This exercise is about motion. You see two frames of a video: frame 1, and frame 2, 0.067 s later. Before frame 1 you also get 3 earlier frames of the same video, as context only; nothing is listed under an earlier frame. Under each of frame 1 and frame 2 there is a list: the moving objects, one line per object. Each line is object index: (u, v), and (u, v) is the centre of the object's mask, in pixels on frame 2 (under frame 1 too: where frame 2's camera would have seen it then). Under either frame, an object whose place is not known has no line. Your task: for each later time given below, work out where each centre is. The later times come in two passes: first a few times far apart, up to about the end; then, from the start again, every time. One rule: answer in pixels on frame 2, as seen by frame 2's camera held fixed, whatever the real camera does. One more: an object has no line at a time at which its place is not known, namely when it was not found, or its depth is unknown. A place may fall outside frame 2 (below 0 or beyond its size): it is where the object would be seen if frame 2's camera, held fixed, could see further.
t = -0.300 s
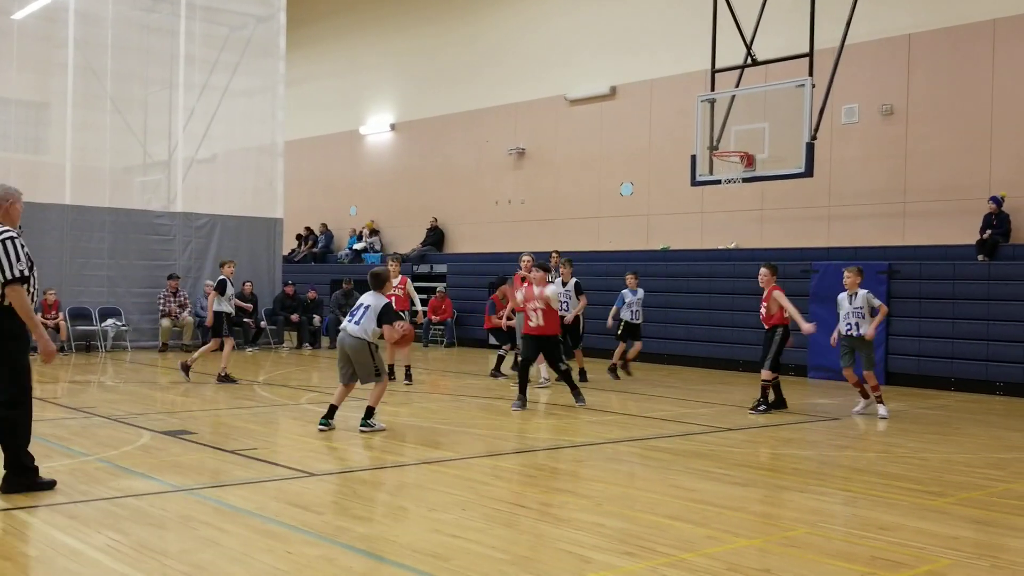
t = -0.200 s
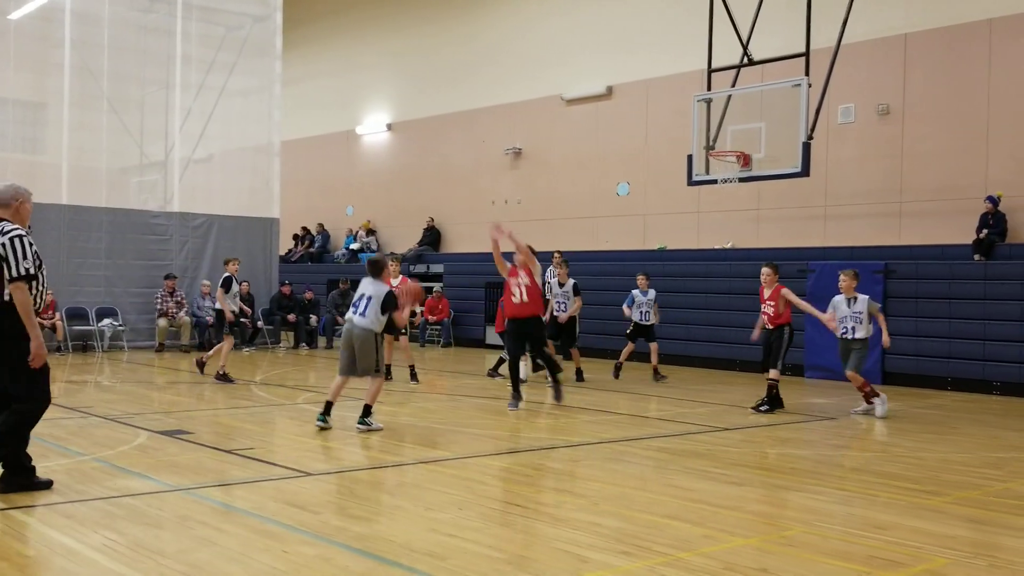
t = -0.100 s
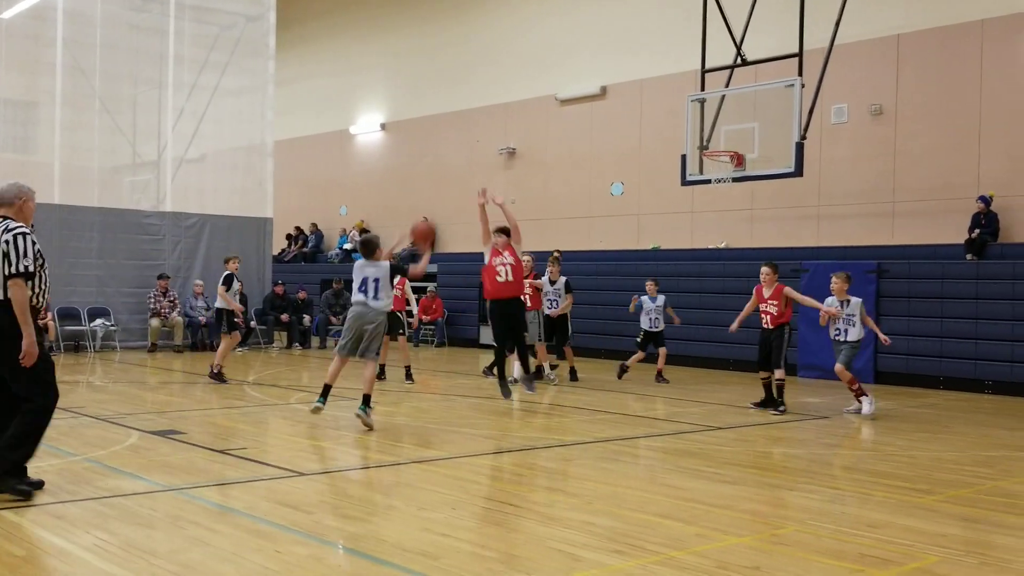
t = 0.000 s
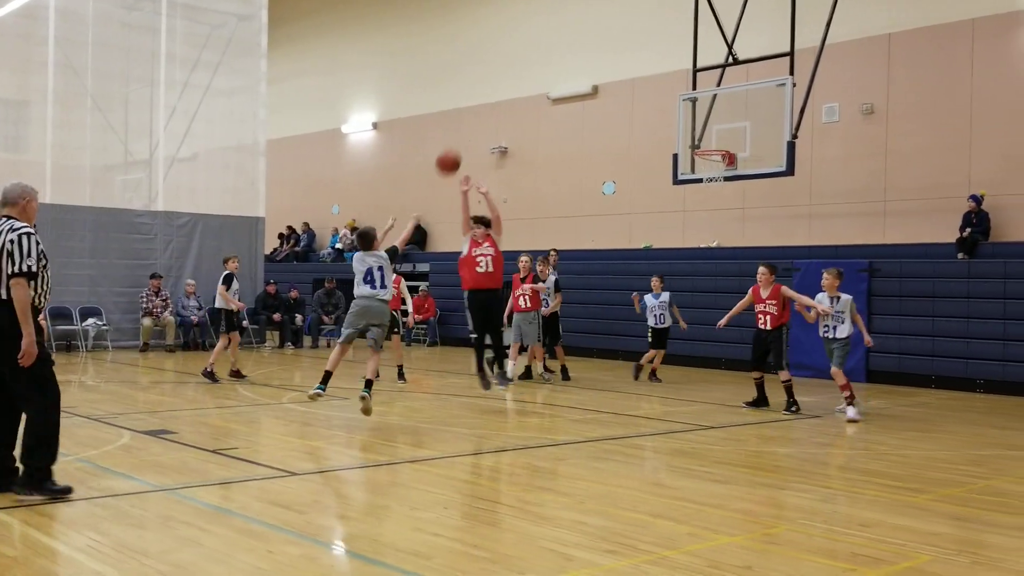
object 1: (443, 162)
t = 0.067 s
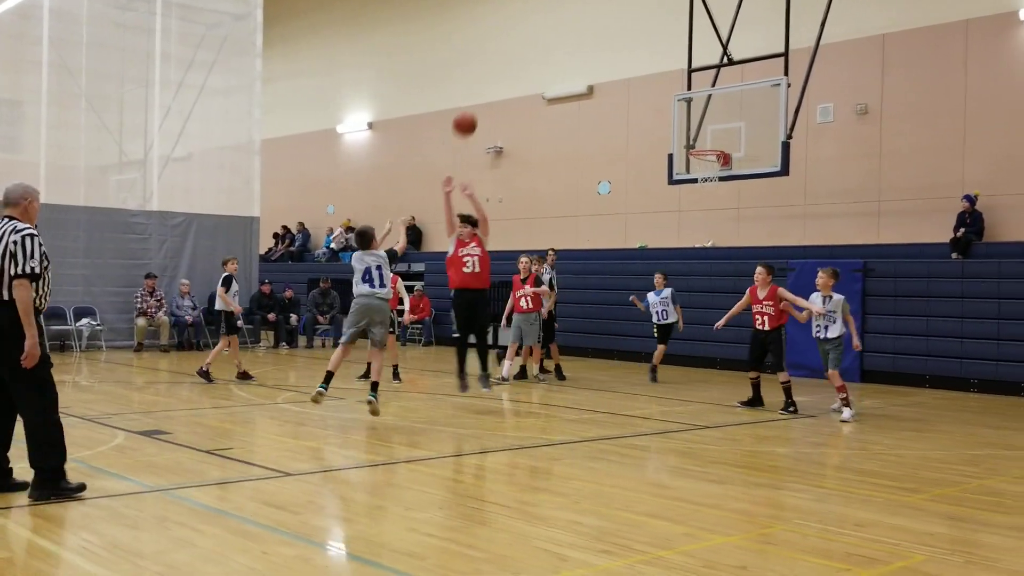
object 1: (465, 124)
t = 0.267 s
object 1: (522, 47)
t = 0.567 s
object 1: (591, 15)
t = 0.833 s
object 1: (637, 50)
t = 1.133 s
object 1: (678, 144)
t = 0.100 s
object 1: (475, 107)
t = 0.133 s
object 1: (485, 92)
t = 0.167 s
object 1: (495, 79)
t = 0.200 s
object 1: (505, 67)
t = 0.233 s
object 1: (513, 56)
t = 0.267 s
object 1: (522, 47)
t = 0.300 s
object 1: (530, 39)
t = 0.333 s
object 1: (539, 32)
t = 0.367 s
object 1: (547, 26)
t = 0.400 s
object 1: (555, 21)
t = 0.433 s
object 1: (563, 18)
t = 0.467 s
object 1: (570, 15)
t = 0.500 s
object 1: (577, 14)
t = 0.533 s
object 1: (584, 14)
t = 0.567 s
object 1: (591, 15)
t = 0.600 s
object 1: (597, 16)
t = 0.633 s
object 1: (604, 18)
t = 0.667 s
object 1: (610, 22)
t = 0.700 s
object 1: (616, 26)
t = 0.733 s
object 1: (622, 31)
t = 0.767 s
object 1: (627, 36)
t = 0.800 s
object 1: (632, 43)
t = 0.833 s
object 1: (637, 50)
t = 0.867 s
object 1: (642, 58)
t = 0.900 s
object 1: (647, 66)
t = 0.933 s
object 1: (652, 76)
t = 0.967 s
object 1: (657, 85)
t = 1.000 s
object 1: (661, 96)
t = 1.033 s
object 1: (666, 107)
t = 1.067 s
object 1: (670, 119)
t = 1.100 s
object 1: (674, 131)
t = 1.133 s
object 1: (678, 144)
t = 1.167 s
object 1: (681, 157)
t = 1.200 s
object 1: (686, 171)
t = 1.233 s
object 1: (681, 177)
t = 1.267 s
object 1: (672, 181)
